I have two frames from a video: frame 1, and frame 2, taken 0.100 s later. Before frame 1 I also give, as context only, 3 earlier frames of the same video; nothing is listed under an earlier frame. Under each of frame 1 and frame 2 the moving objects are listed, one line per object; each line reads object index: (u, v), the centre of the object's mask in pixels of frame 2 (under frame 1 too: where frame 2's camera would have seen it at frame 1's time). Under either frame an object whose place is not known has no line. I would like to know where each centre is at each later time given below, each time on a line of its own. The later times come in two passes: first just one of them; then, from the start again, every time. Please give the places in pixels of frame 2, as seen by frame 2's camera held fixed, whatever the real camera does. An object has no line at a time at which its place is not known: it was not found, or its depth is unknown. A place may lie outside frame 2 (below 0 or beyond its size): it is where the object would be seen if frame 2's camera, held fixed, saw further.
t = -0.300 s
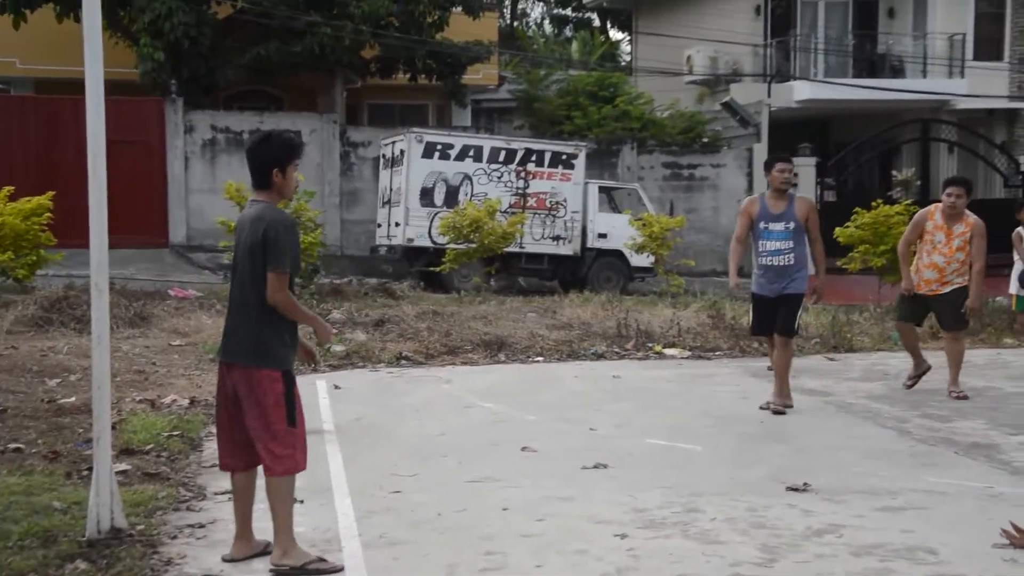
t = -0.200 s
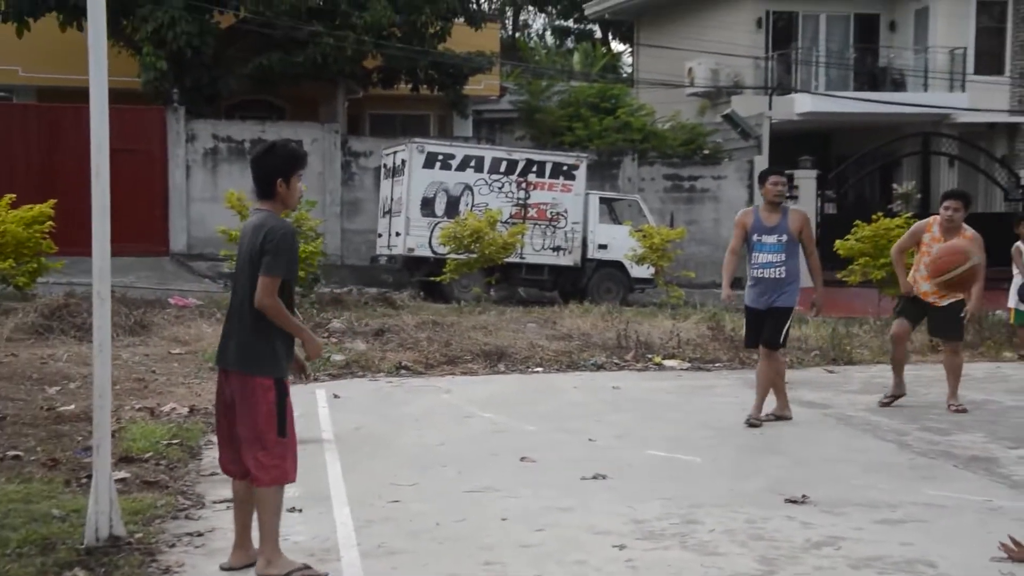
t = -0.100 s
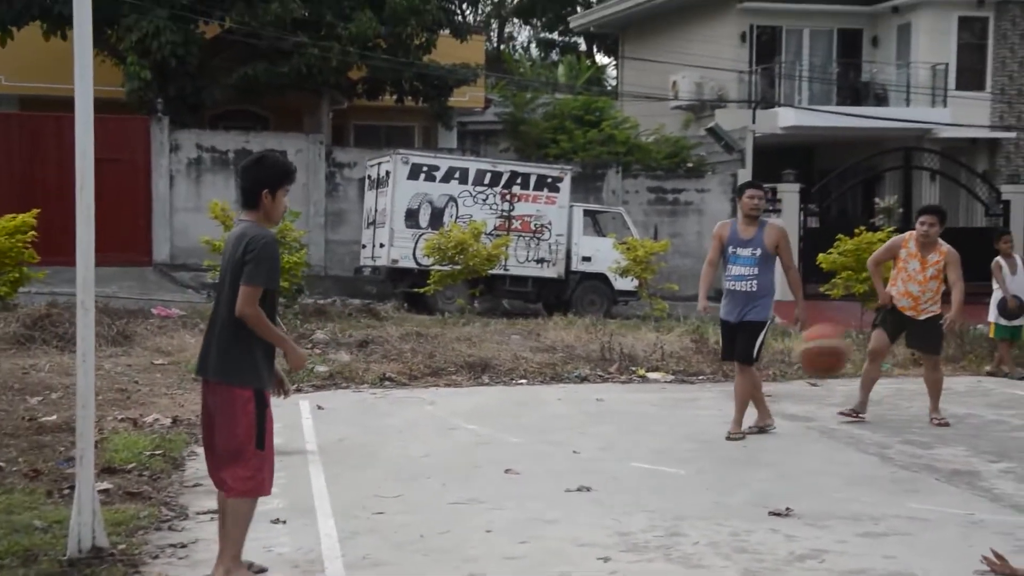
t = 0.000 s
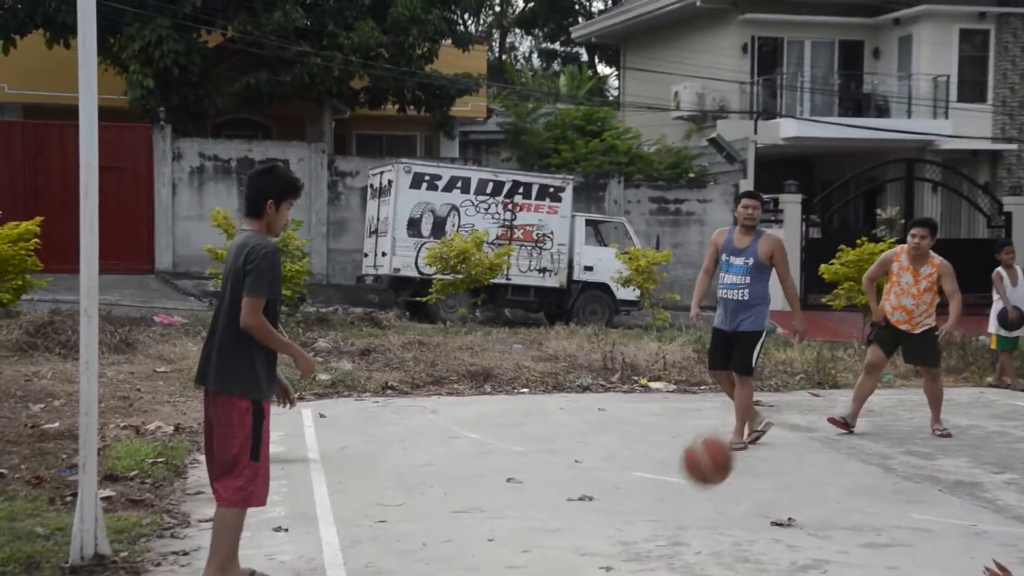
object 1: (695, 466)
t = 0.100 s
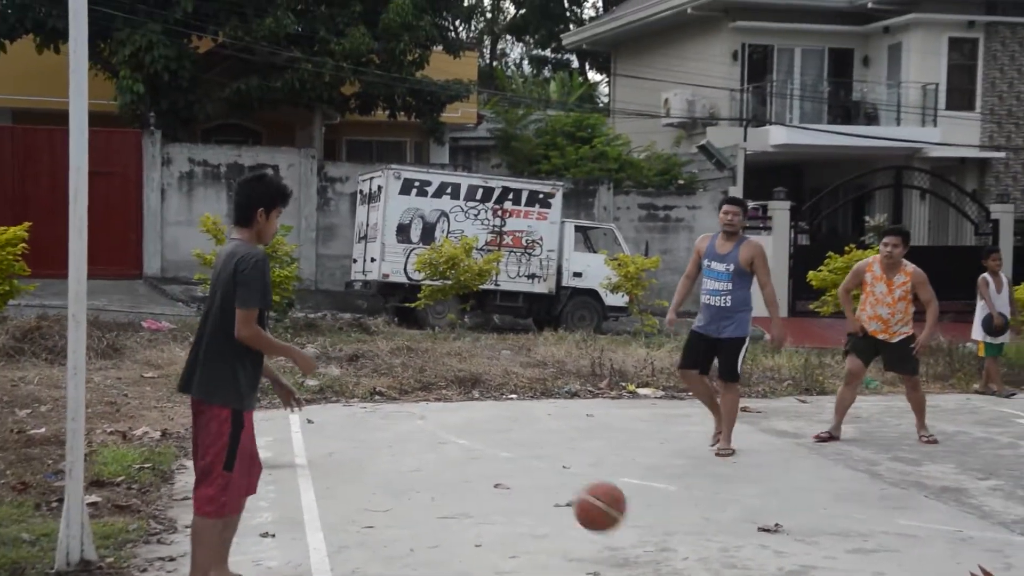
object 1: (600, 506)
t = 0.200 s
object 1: (541, 434)
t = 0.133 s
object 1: (580, 480)
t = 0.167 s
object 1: (561, 456)
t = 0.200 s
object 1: (541, 434)
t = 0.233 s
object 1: (520, 414)
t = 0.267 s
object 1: (500, 396)
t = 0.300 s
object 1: (480, 381)
